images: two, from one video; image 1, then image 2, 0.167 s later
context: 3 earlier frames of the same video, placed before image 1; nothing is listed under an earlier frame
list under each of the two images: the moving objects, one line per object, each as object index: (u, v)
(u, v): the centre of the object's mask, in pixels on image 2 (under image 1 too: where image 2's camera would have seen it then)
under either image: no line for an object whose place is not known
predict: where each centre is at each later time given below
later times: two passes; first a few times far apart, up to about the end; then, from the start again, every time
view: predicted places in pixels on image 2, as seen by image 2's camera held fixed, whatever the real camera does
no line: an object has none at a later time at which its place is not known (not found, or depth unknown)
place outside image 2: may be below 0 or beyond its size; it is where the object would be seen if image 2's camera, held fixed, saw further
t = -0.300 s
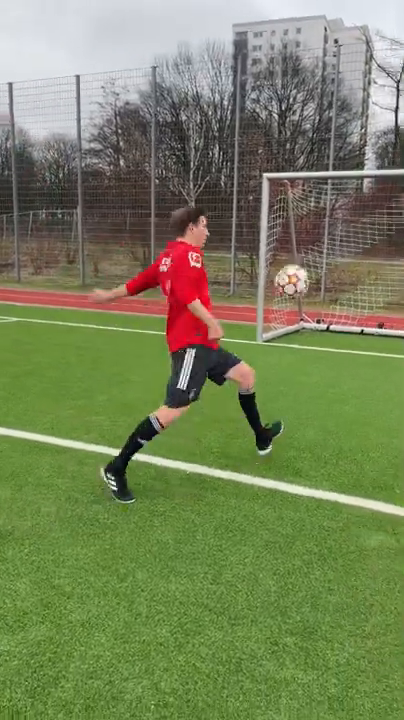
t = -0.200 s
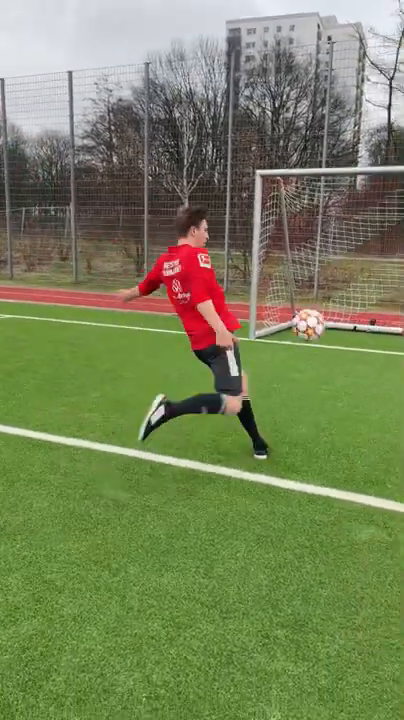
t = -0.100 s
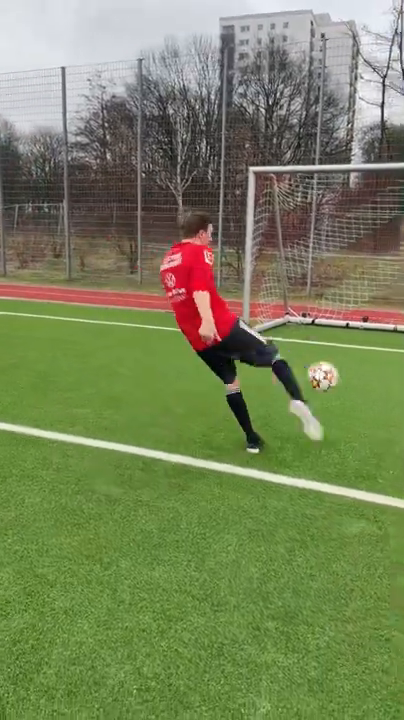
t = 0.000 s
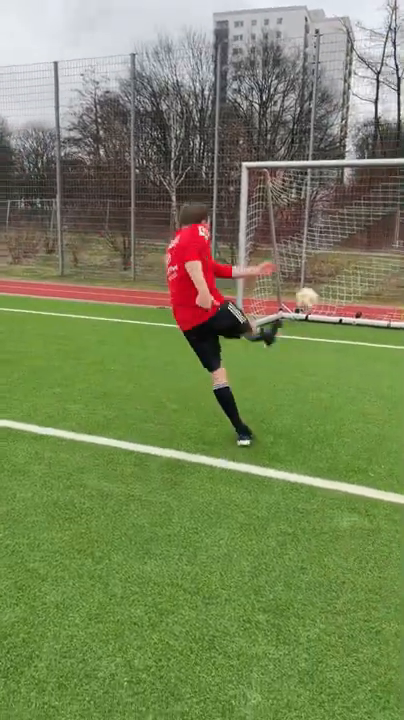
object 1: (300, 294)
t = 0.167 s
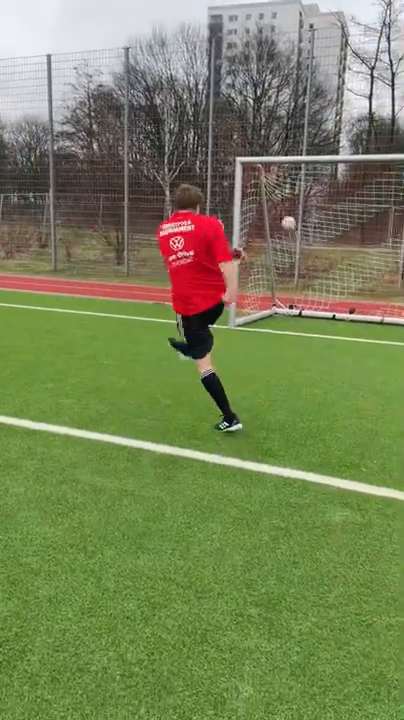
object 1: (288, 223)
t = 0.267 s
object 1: (282, 214)
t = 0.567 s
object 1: (284, 287)
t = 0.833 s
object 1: (299, 283)
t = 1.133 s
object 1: (313, 269)
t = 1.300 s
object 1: (318, 285)
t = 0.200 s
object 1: (287, 219)
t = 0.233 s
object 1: (285, 214)
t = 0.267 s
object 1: (282, 214)
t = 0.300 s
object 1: (281, 218)
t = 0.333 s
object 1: (280, 225)
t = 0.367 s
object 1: (278, 232)
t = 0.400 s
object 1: (278, 240)
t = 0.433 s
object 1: (277, 249)
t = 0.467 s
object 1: (278, 258)
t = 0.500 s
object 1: (280, 267)
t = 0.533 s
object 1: (282, 276)
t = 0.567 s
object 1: (284, 287)
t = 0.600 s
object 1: (286, 298)
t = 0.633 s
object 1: (288, 309)
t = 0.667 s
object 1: (291, 311)
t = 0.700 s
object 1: (291, 307)
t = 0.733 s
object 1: (293, 301)
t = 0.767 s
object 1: (295, 292)
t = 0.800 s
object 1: (297, 287)
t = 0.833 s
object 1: (299, 283)
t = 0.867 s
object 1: (300, 279)
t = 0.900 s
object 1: (302, 277)
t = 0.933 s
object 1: (304, 272)
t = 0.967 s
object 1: (305, 270)
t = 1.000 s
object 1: (307, 269)
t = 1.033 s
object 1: (308, 268)
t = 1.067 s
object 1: (309, 267)
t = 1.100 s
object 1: (312, 268)
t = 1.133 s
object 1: (313, 269)
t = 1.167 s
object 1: (315, 271)
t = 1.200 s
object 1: (316, 274)
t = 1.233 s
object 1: (318, 276)
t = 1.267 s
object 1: (320, 281)
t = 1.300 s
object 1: (318, 285)
